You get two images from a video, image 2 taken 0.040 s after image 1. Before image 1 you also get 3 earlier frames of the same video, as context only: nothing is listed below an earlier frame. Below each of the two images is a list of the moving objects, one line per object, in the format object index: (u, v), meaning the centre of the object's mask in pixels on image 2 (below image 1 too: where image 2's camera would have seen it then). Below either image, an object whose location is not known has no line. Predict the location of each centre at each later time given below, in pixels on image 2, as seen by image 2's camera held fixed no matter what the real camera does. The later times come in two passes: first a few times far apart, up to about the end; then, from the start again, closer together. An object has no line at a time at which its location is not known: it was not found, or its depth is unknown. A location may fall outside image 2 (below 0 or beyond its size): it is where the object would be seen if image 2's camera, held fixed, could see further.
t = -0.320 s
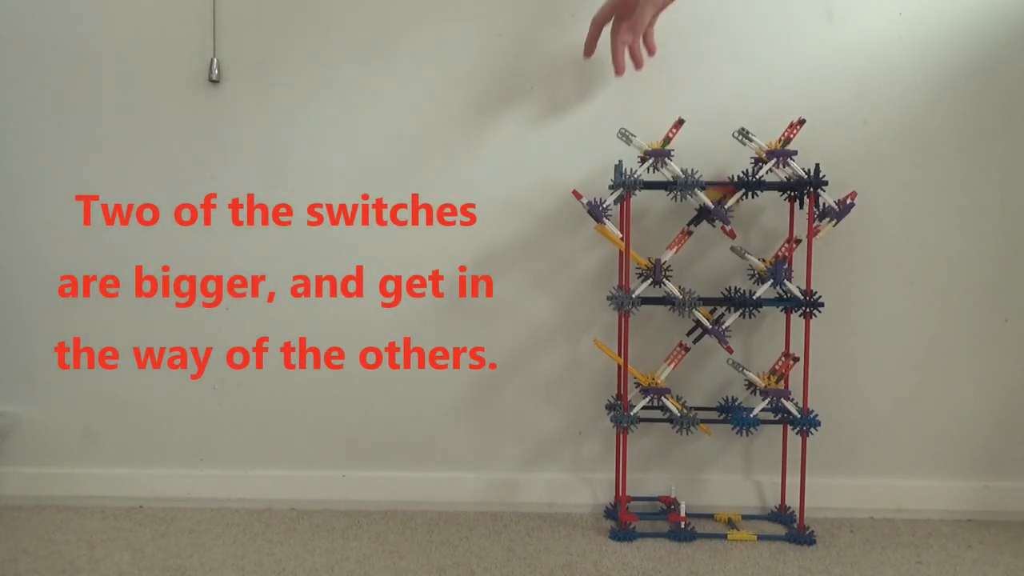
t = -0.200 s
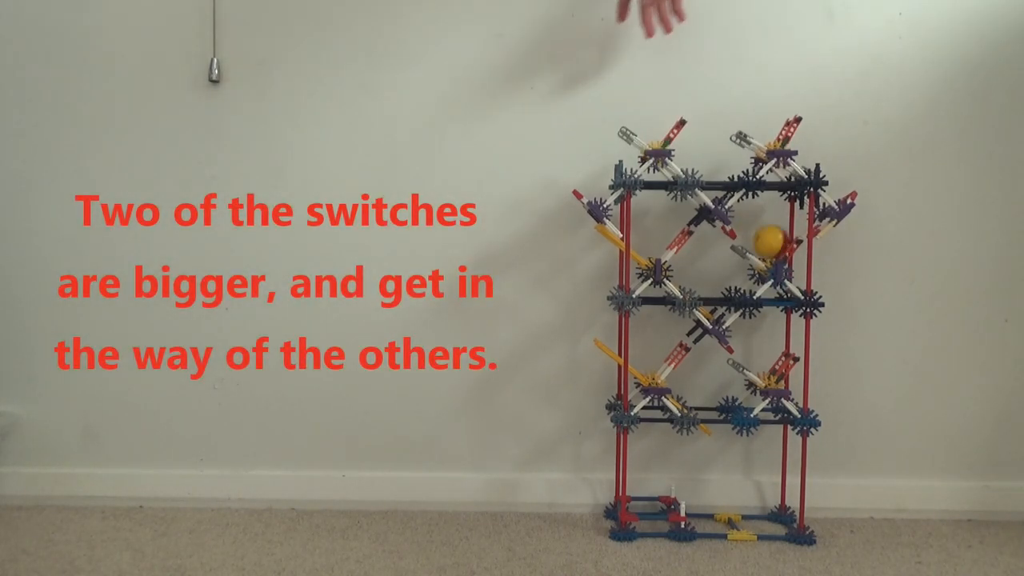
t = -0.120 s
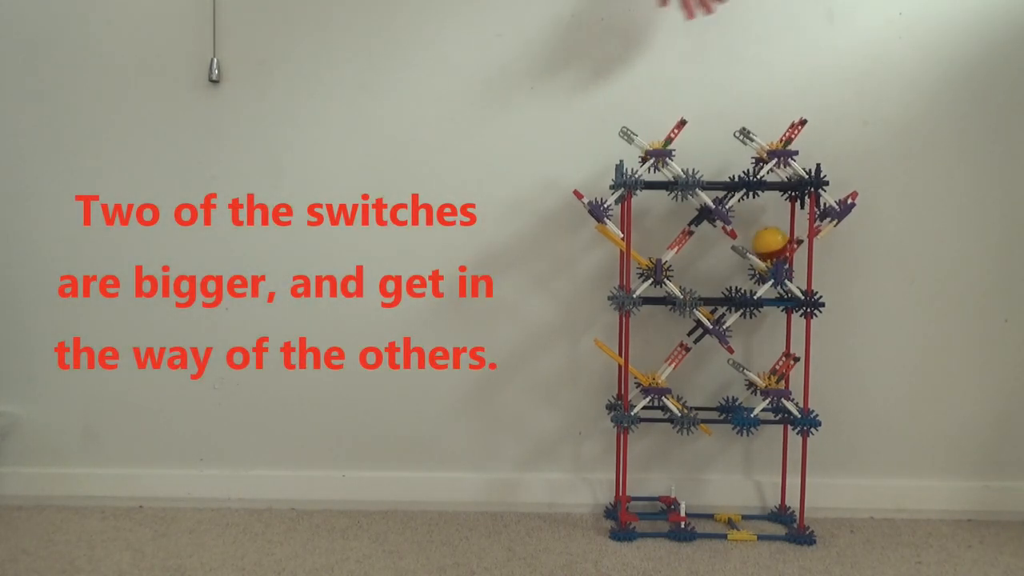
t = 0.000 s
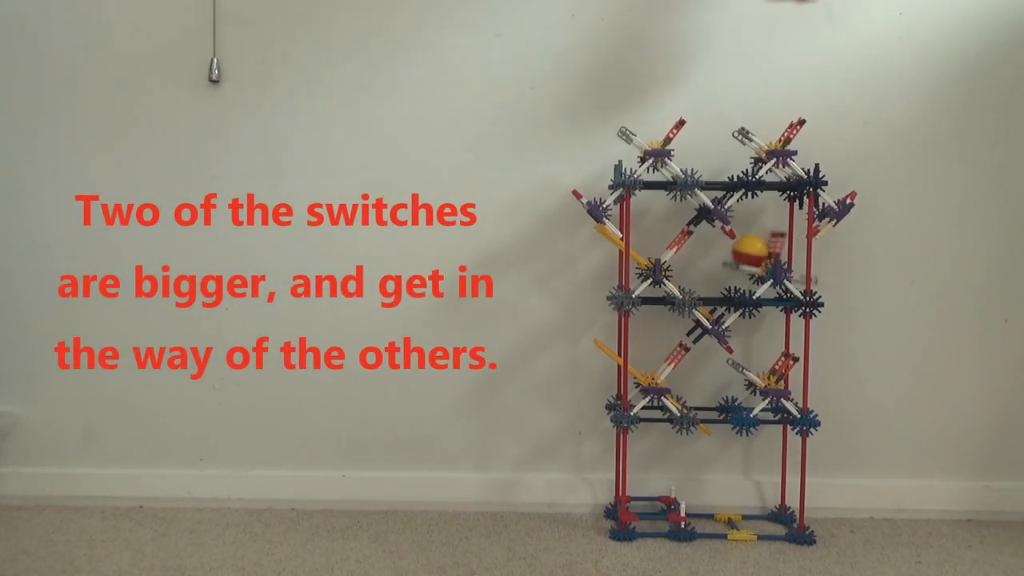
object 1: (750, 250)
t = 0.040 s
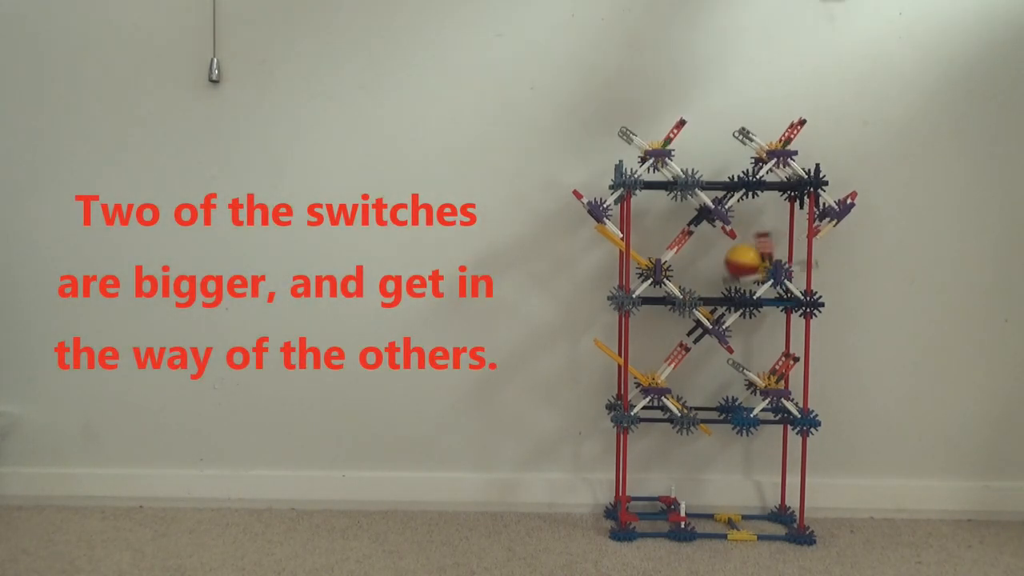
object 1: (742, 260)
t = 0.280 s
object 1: (746, 339)
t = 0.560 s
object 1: (744, 370)
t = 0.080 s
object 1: (733, 278)
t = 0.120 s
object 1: (715, 291)
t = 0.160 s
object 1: (715, 301)
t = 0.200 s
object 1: (718, 304)
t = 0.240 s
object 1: (731, 322)
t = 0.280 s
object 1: (746, 339)
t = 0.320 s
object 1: (764, 359)
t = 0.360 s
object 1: (768, 356)
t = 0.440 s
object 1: (761, 360)
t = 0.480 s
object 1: (756, 361)
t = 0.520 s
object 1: (751, 364)
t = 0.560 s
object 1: (744, 370)
